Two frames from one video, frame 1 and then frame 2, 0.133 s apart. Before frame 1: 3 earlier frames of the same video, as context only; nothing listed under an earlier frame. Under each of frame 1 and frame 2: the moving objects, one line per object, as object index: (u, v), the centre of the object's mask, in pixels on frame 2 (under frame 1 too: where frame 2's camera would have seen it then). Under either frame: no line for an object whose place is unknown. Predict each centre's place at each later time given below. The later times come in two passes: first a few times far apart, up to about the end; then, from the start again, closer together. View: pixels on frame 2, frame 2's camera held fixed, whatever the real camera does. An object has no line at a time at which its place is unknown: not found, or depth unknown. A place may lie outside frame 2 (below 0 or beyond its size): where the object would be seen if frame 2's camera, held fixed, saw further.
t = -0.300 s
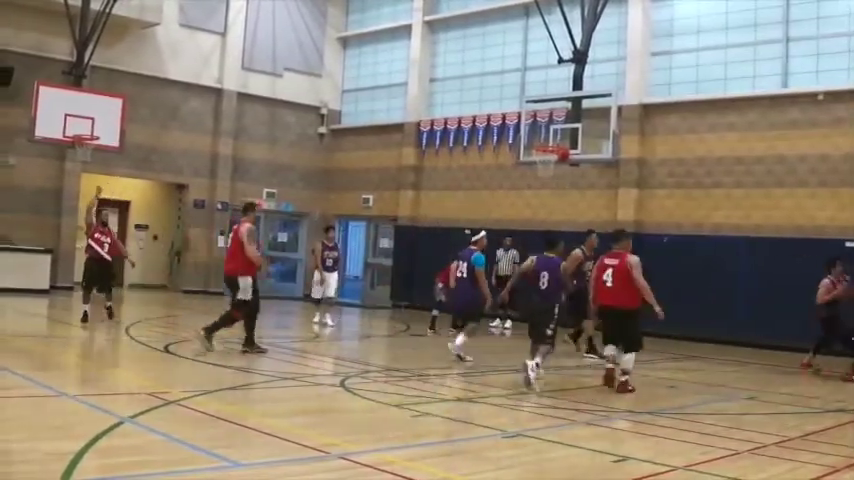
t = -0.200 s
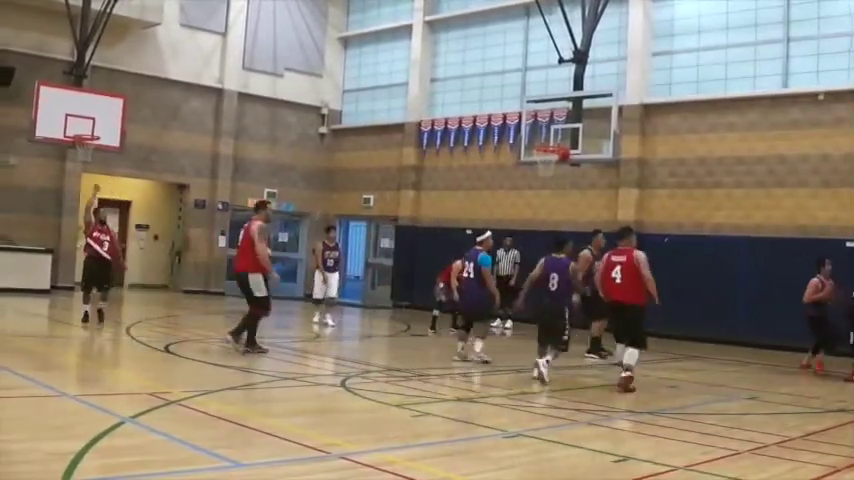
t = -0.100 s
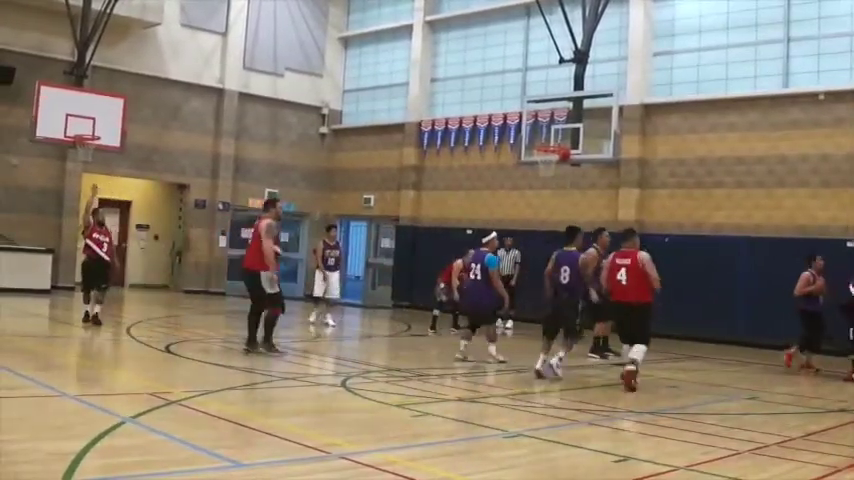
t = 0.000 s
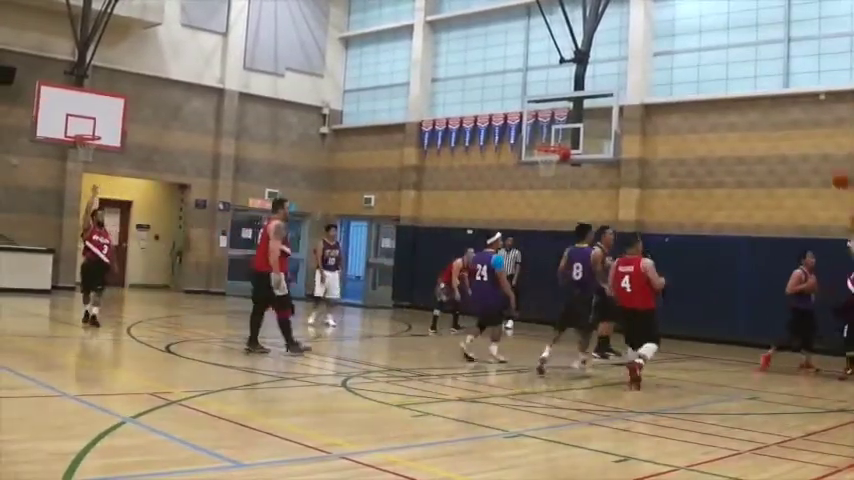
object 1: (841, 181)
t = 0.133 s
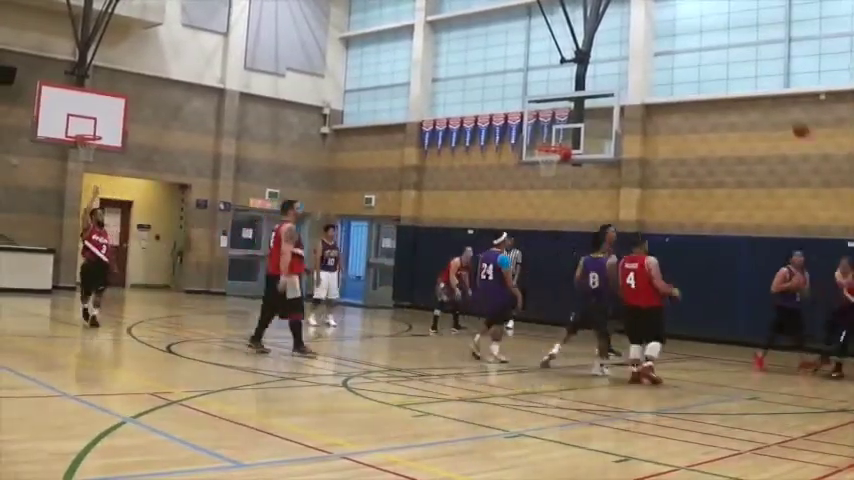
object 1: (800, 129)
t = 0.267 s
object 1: (766, 91)
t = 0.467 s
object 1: (708, 63)
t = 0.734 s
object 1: (633, 71)
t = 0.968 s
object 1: (601, 74)
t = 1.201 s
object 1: (604, 82)
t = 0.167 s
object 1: (791, 120)
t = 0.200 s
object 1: (779, 107)
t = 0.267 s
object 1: (766, 91)
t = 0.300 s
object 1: (757, 85)
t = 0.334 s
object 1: (747, 79)
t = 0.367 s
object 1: (737, 74)
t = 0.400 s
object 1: (728, 69)
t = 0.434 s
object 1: (718, 66)
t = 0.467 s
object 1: (708, 63)
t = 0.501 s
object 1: (699, 61)
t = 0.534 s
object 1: (690, 60)
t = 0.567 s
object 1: (680, 60)
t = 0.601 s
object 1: (670, 61)
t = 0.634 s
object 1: (661, 62)
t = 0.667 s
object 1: (652, 65)
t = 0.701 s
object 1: (642, 68)
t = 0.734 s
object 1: (633, 71)
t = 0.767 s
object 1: (624, 75)
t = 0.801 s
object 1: (615, 79)
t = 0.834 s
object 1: (612, 79)
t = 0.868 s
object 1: (610, 76)
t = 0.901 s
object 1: (606, 75)
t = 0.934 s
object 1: (604, 74)
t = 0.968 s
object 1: (601, 74)
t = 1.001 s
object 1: (598, 75)
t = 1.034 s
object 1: (595, 77)
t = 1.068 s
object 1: (593, 79)
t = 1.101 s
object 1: (593, 80)
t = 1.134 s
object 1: (596, 81)
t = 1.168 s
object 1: (601, 81)
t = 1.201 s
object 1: (604, 82)
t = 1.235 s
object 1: (608, 83)
